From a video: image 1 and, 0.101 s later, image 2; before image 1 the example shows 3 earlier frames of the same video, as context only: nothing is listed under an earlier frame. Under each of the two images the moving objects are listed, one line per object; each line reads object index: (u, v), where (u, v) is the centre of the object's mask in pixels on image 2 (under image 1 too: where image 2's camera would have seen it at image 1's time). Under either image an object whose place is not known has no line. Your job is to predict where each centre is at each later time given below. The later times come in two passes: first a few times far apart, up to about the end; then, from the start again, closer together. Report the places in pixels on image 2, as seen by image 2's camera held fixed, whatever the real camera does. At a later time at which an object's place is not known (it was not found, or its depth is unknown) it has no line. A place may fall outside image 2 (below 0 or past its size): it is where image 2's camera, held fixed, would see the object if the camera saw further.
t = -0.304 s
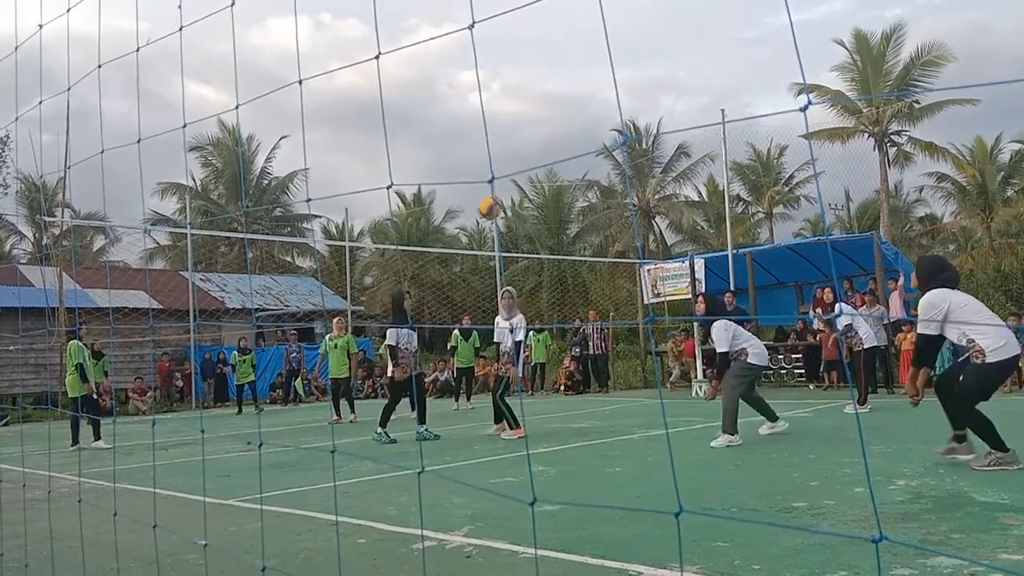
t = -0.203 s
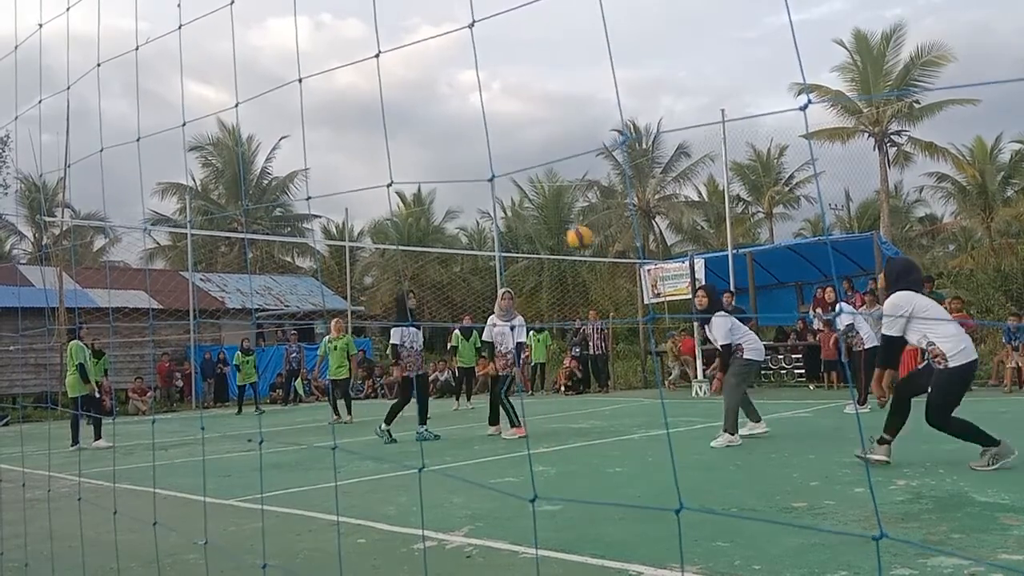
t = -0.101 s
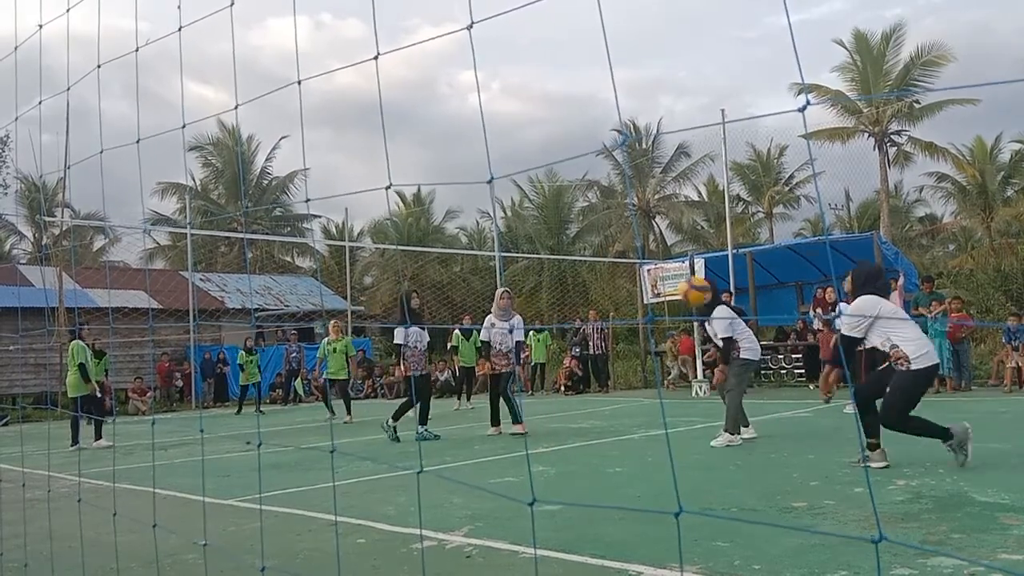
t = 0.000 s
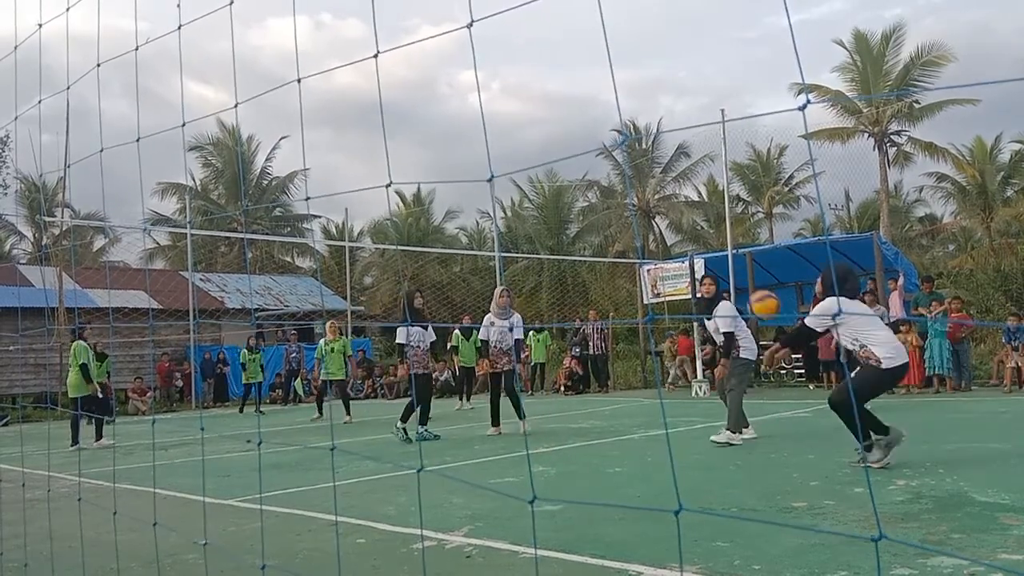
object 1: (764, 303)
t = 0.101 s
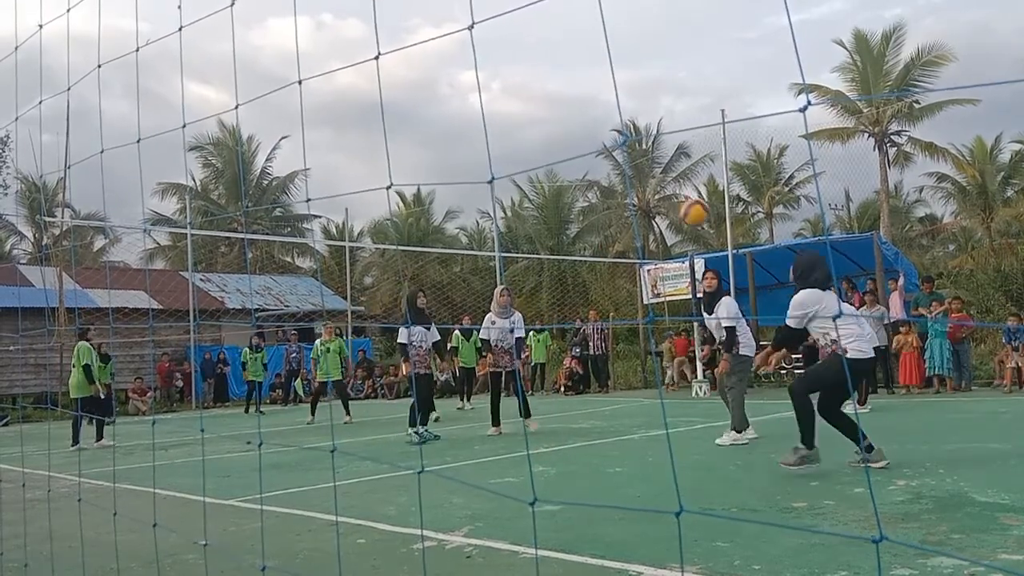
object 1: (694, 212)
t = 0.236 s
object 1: (623, 127)
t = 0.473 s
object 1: (531, 52)
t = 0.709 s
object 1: (467, 41)
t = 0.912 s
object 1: (425, 68)
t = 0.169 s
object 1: (656, 165)
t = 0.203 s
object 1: (640, 144)
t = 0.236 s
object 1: (623, 127)
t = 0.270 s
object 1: (607, 111)
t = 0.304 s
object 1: (594, 97)
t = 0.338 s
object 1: (580, 85)
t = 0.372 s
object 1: (567, 74)
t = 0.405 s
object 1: (554, 65)
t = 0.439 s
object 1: (543, 57)
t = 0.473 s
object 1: (531, 52)
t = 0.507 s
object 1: (521, 47)
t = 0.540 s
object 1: (511, 43)
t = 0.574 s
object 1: (501, 41)
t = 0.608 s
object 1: (492, 39)
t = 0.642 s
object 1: (483, 39)
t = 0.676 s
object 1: (475, 39)
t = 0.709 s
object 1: (467, 41)
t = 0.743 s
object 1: (459, 44)
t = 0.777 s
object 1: (452, 47)
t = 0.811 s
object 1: (445, 52)
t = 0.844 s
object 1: (438, 57)
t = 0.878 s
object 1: (431, 62)
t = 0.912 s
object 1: (425, 68)
